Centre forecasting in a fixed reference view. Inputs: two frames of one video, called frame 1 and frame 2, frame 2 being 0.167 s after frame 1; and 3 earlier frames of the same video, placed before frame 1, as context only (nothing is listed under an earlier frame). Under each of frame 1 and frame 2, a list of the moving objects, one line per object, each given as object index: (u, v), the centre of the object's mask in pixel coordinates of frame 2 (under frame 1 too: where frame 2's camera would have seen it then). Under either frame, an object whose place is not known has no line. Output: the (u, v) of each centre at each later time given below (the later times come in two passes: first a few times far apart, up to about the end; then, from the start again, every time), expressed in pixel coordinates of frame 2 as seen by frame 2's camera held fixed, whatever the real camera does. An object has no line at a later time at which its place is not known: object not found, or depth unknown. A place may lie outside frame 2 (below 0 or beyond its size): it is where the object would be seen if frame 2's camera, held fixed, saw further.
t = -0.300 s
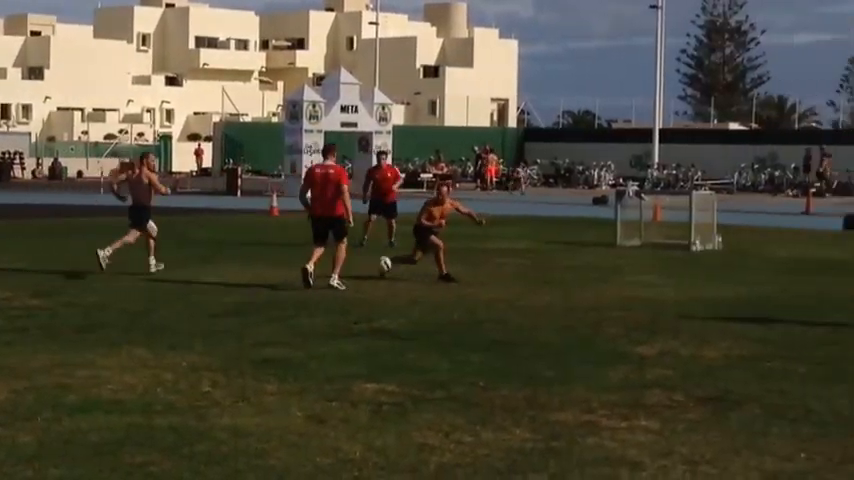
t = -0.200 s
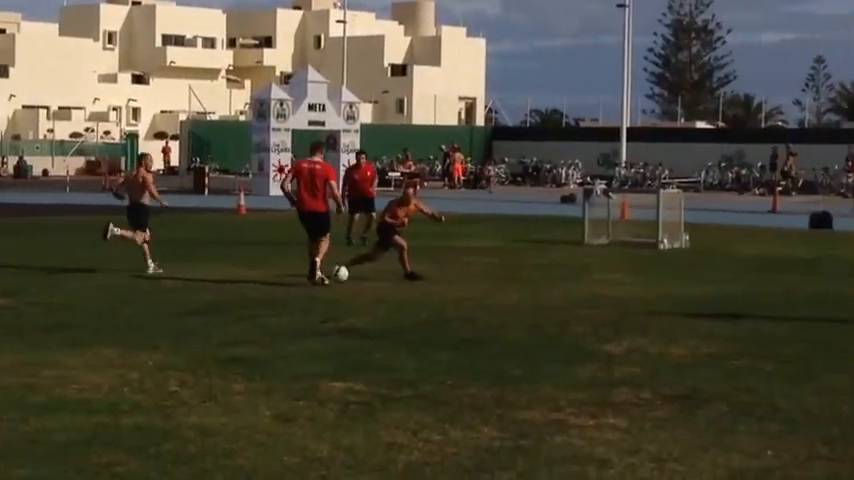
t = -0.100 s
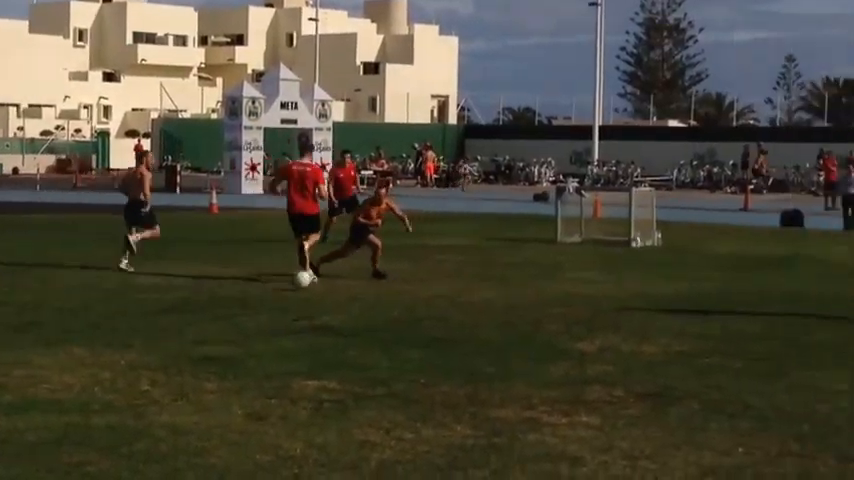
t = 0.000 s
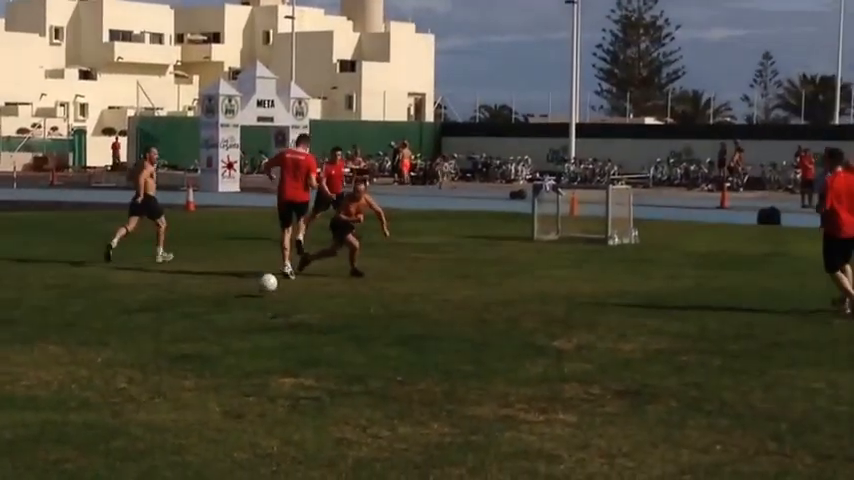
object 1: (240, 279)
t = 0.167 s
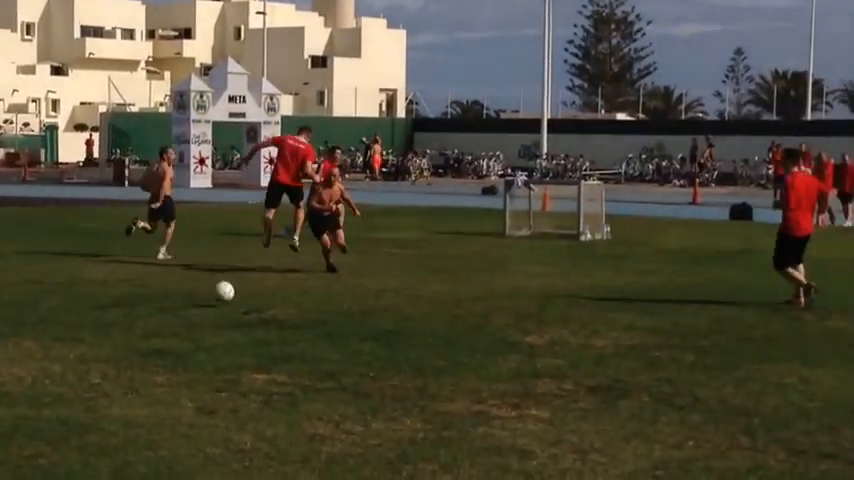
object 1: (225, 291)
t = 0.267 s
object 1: (217, 298)
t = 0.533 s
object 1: (192, 311)
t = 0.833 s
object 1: (164, 343)
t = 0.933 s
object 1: (152, 359)
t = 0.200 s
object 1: (221, 293)
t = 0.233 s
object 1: (219, 295)
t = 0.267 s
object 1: (217, 298)
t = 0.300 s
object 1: (212, 304)
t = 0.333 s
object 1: (209, 310)
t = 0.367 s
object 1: (207, 310)
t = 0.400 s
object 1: (205, 307)
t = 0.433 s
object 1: (201, 307)
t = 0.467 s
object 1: (198, 307)
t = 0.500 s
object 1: (197, 308)
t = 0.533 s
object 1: (192, 311)
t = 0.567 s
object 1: (190, 316)
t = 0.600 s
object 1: (187, 321)
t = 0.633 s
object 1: (183, 328)
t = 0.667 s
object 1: (180, 338)
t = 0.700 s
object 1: (177, 337)
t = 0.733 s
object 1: (173, 338)
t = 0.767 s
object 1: (169, 338)
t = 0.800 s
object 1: (166, 340)
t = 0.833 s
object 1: (164, 343)
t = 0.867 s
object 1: (159, 349)
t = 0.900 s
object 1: (155, 356)
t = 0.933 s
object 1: (152, 359)
